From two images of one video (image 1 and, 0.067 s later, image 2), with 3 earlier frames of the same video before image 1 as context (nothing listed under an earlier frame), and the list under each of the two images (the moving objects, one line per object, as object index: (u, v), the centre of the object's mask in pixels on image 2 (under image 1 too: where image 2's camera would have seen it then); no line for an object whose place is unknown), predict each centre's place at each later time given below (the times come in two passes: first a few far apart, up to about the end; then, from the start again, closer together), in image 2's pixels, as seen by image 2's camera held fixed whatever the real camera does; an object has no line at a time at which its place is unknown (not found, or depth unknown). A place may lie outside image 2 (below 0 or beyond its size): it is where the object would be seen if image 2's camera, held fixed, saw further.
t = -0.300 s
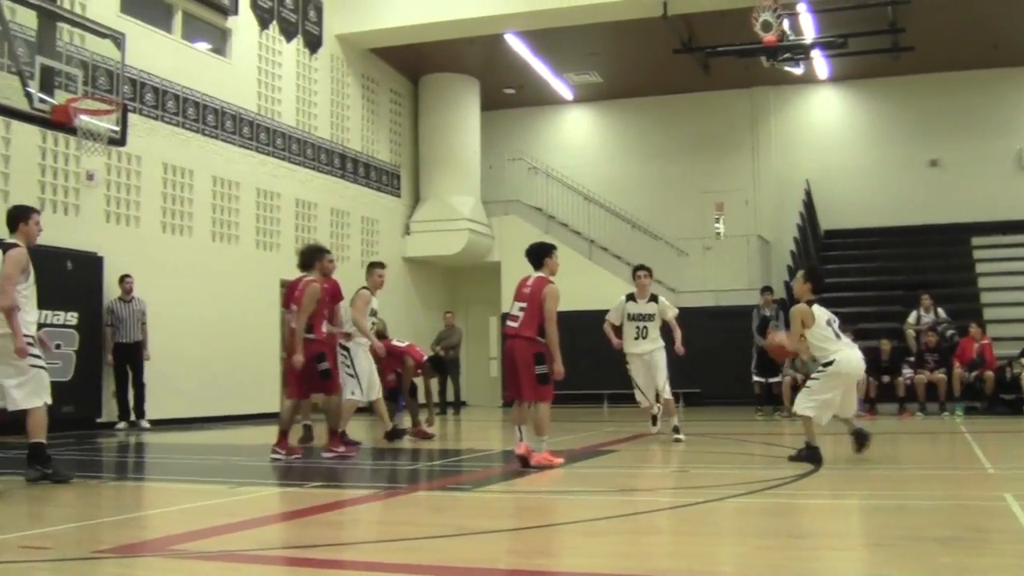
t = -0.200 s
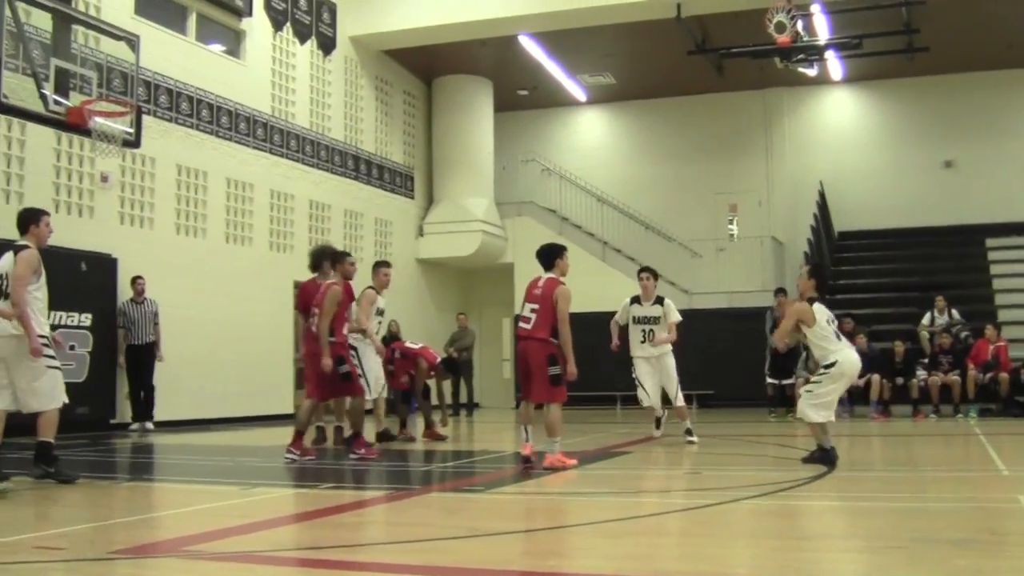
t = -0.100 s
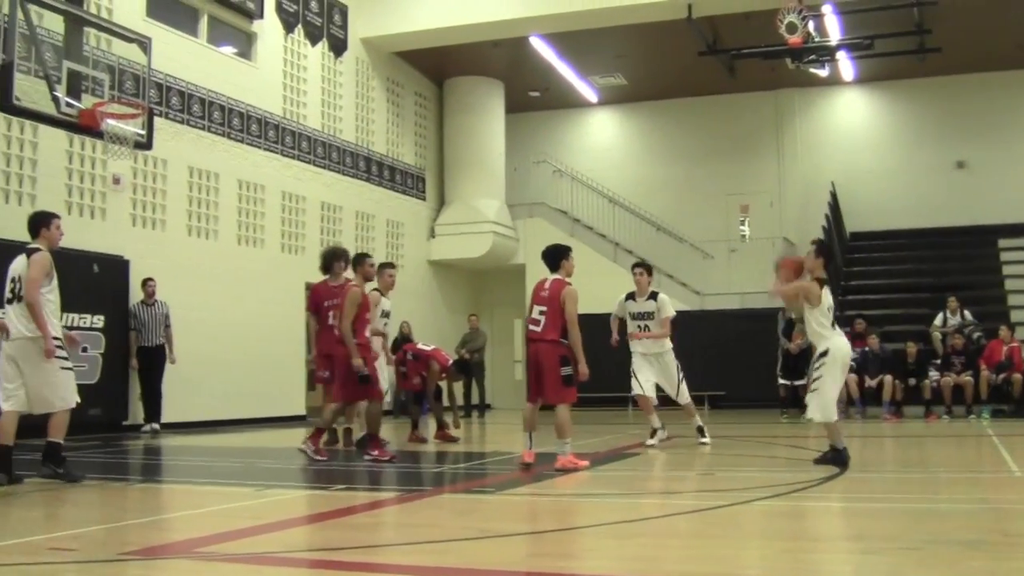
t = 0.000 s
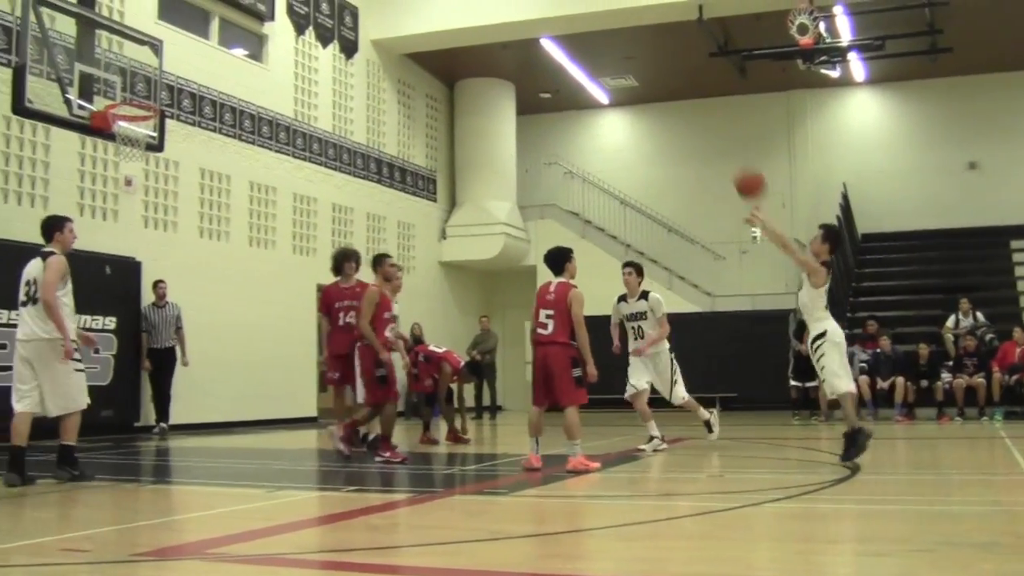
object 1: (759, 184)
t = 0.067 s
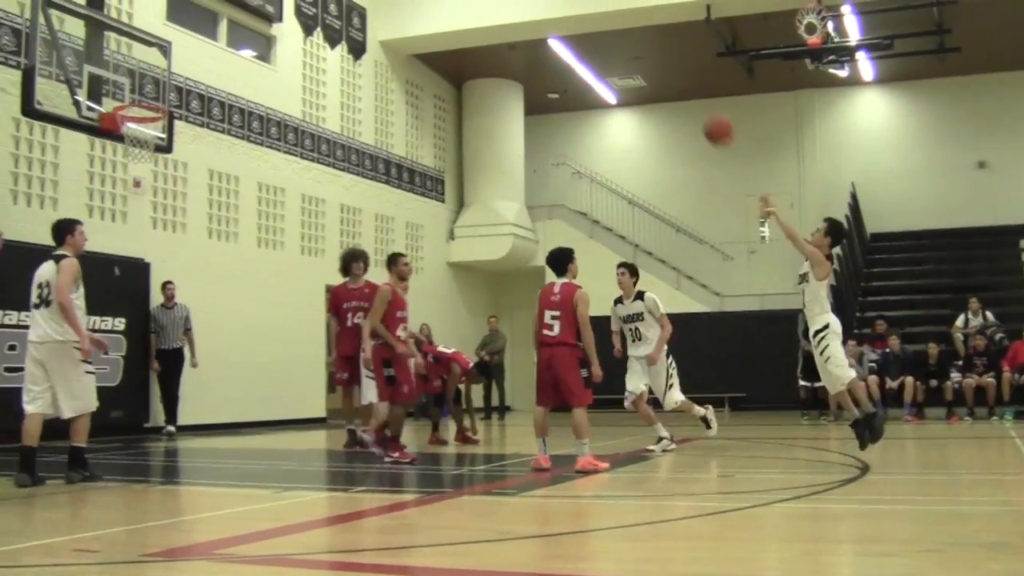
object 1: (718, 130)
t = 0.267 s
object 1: (603, 11)
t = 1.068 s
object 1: (210, 12)
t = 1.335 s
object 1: (160, 135)
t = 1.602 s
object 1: (184, 139)
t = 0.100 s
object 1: (698, 105)
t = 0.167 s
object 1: (660, 62)
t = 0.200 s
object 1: (642, 45)
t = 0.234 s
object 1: (622, 28)
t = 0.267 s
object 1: (603, 11)
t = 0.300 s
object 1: (584, 3)
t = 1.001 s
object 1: (239, -6)
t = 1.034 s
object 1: (226, -3)
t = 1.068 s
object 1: (210, 12)
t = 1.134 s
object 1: (180, 42)
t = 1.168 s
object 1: (165, 60)
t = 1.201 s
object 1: (149, 79)
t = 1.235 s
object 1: (134, 97)
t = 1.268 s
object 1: (129, 114)
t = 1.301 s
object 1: (146, 126)
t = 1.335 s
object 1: (160, 135)
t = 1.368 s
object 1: (166, 136)
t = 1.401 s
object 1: (170, 133)
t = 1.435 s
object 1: (173, 129)
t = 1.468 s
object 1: (175, 129)
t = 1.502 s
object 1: (177, 131)
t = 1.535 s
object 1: (179, 132)
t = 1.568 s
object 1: (182, 136)
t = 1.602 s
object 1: (184, 139)
